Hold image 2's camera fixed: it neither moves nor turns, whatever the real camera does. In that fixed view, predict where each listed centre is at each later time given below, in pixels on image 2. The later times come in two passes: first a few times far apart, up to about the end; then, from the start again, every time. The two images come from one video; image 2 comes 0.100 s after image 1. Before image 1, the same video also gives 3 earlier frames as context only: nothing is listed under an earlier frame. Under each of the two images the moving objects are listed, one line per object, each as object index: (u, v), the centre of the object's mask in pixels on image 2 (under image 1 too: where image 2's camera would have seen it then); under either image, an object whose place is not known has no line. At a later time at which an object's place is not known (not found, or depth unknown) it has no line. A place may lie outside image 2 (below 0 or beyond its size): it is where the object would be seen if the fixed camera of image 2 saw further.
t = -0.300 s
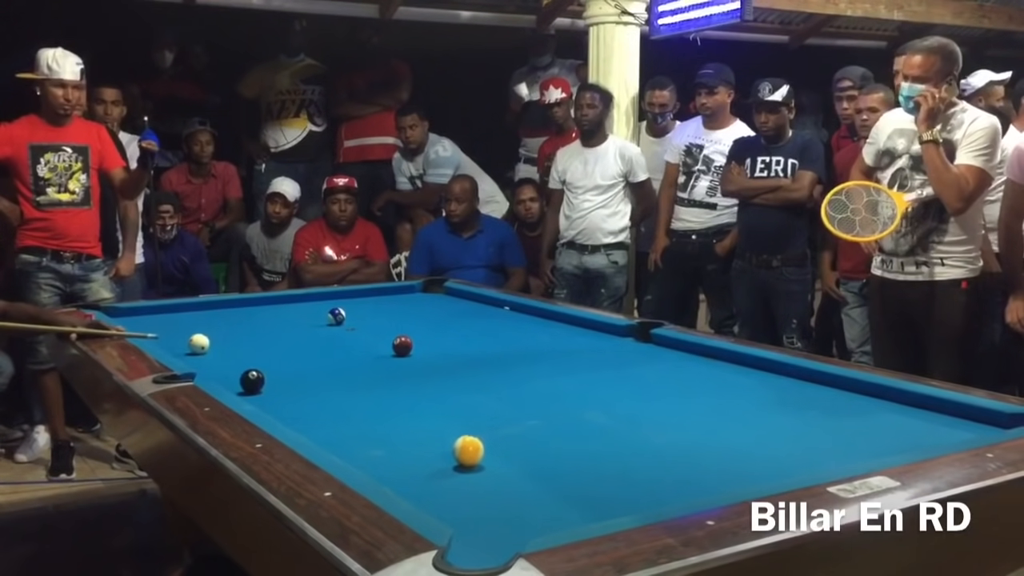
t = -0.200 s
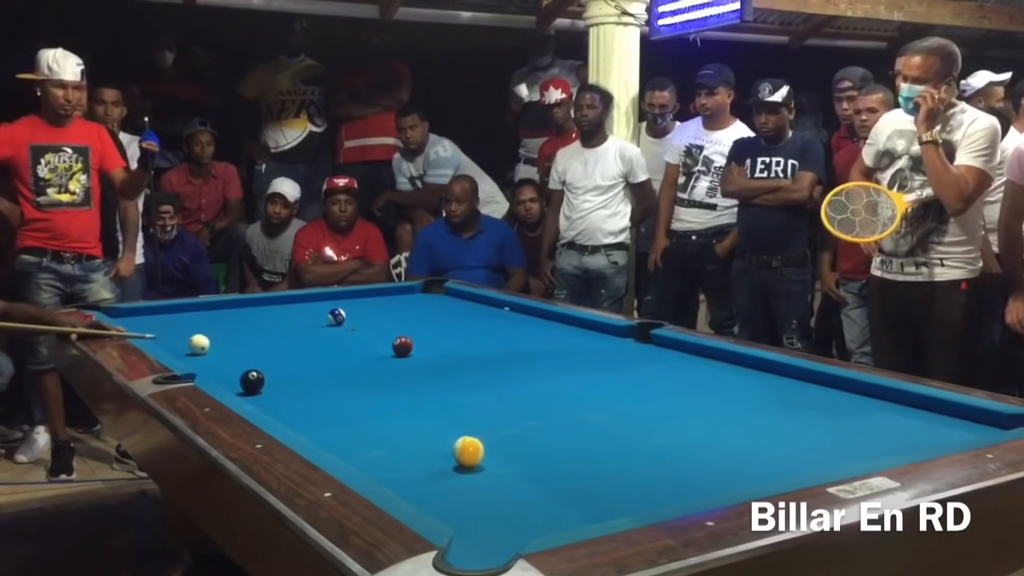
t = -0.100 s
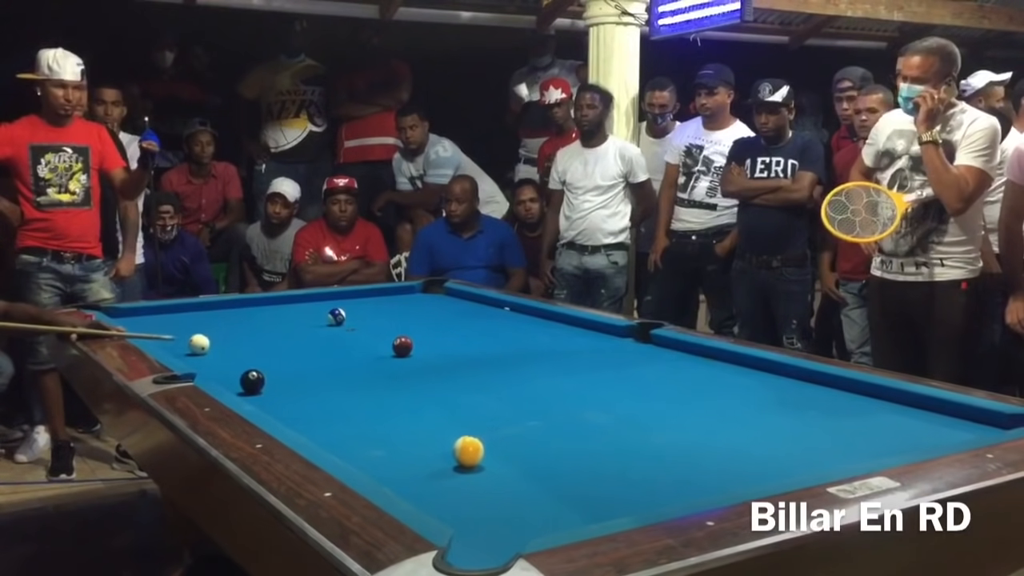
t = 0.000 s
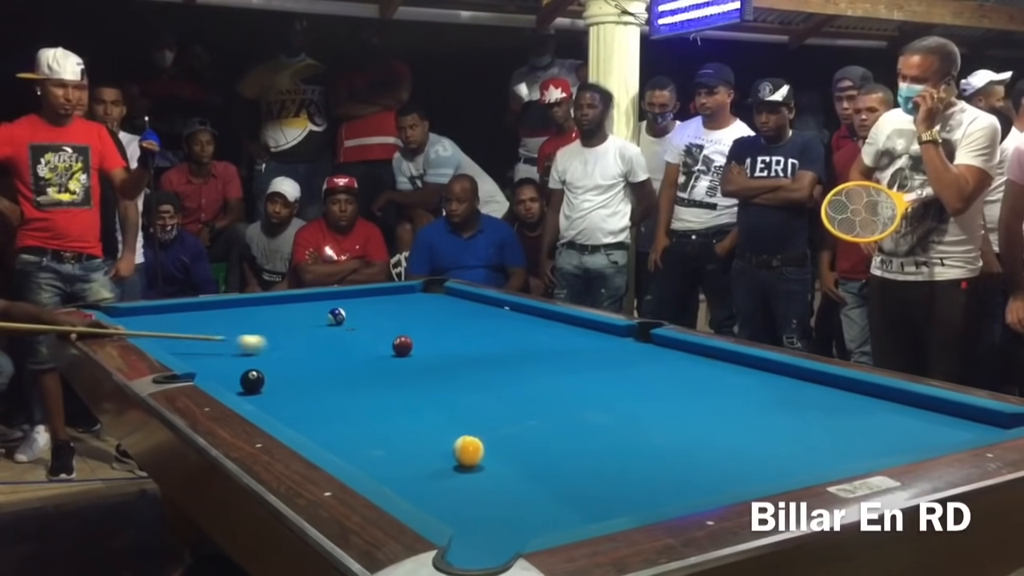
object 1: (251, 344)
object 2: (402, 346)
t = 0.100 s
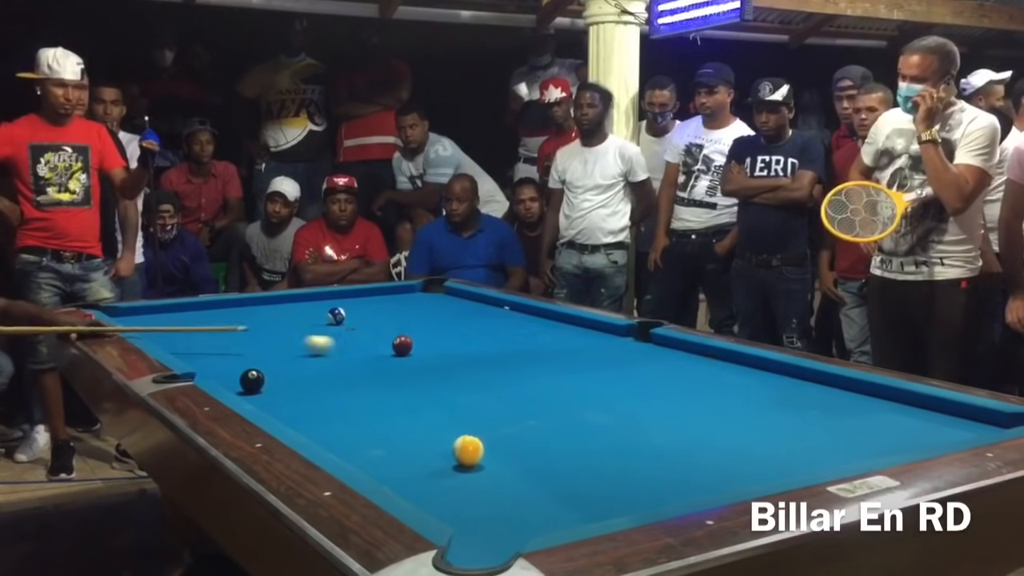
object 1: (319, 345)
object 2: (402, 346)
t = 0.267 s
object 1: (391, 350)
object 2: (442, 343)
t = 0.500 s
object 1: (446, 360)
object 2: (533, 337)
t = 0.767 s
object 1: (515, 372)
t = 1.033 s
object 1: (590, 385)
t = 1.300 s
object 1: (671, 399)
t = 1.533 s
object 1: (747, 412)
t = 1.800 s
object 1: (842, 429)
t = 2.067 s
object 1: (934, 438)
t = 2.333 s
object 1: (891, 427)
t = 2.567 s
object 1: (858, 415)
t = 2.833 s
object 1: (826, 402)
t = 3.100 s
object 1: (798, 392)
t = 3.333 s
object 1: (776, 383)
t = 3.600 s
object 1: (755, 375)
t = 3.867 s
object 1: (736, 368)
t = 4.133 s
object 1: (720, 362)
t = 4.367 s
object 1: (709, 357)
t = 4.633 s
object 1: (697, 352)
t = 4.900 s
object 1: (687, 348)
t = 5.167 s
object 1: (679, 345)
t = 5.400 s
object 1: (672, 342)
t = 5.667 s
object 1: (664, 341)
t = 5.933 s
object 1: (657, 340)
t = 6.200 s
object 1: (652, 340)
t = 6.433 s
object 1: (649, 339)
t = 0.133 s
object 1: (342, 344)
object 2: (402, 345)
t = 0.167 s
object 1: (365, 345)
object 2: (402, 345)
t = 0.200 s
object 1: (382, 346)
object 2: (406, 345)
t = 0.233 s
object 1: (386, 348)
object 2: (424, 344)
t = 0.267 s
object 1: (391, 350)
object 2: (442, 343)
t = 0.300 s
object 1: (397, 351)
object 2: (458, 342)
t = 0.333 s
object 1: (405, 353)
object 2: (471, 341)
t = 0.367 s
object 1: (414, 354)
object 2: (484, 340)
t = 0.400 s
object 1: (422, 356)
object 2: (497, 340)
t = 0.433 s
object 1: (429, 357)
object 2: (509, 339)
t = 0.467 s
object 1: (438, 358)
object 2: (522, 338)
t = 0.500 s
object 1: (446, 360)
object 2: (533, 337)
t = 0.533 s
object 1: (454, 361)
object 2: (545, 337)
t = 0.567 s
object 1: (463, 363)
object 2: (557, 336)
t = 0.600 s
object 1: (471, 364)
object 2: (569, 336)
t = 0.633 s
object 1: (480, 366)
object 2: (582, 335)
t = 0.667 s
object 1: (489, 367)
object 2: (593, 334)
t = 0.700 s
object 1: (498, 369)
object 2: (604, 334)
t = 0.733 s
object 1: (506, 370)
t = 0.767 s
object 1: (515, 372)
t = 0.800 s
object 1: (525, 373)
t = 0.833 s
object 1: (533, 375)
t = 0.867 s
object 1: (543, 376)
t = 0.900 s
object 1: (552, 378)
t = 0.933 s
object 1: (561, 379)
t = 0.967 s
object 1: (571, 381)
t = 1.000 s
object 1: (580, 382)
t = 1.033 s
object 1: (590, 385)
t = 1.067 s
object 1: (600, 386)
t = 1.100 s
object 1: (610, 388)
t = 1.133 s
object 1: (620, 390)
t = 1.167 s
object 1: (630, 392)
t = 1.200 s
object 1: (640, 393)
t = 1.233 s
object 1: (650, 395)
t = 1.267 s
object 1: (660, 397)
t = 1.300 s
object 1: (671, 399)
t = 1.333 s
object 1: (681, 400)
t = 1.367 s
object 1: (692, 402)
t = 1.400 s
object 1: (703, 404)
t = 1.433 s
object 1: (714, 406)
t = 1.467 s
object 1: (725, 408)
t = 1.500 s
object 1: (736, 410)
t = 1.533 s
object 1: (747, 412)
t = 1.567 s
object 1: (759, 414)
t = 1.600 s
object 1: (770, 416)
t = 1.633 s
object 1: (782, 418)
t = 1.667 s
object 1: (794, 420)
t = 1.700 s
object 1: (805, 422)
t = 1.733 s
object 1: (817, 424)
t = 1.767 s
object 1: (829, 426)
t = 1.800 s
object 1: (842, 429)
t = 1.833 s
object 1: (854, 431)
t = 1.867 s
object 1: (867, 433)
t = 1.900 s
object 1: (879, 435)
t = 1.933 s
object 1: (892, 437)
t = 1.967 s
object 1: (904, 438)
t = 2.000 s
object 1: (917, 438)
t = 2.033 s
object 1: (929, 438)
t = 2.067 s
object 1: (934, 438)
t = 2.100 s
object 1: (929, 437)
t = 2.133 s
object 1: (924, 437)
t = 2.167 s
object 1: (918, 436)
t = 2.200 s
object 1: (913, 435)
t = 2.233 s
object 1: (907, 434)
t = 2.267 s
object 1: (902, 432)
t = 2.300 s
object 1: (897, 430)
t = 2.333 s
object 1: (891, 427)
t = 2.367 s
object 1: (886, 425)
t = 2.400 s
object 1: (882, 424)
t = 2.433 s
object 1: (876, 422)
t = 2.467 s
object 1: (872, 420)
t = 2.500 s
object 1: (867, 418)
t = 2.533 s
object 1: (862, 417)
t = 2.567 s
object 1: (858, 415)
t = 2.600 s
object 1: (854, 413)
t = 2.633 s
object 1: (850, 412)
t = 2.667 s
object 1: (845, 410)
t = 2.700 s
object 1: (841, 409)
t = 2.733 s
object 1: (837, 407)
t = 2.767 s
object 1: (833, 405)
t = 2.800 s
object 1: (829, 404)
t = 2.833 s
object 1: (826, 402)
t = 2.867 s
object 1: (822, 401)
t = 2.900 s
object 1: (818, 400)
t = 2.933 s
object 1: (815, 398)
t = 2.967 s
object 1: (811, 397)
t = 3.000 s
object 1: (807, 395)
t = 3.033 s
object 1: (804, 394)
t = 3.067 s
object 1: (801, 393)
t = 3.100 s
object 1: (798, 392)
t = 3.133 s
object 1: (794, 390)
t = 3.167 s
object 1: (791, 389)
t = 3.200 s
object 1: (788, 387)
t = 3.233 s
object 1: (785, 386)
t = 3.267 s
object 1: (782, 385)
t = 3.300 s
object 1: (779, 384)
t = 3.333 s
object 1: (776, 383)
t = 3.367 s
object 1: (774, 382)
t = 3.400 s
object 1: (771, 381)
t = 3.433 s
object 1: (768, 379)
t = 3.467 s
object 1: (765, 379)
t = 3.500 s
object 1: (763, 378)
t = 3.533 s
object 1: (760, 377)
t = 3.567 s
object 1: (758, 376)
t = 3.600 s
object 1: (755, 375)
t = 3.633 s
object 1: (753, 373)
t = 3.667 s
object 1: (750, 373)
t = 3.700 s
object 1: (747, 372)
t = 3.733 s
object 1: (745, 371)
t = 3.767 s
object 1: (743, 371)
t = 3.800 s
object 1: (741, 370)
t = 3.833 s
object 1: (738, 369)
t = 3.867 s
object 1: (736, 368)
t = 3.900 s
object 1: (734, 367)
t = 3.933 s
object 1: (732, 366)
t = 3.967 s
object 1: (730, 366)
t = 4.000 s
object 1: (729, 365)
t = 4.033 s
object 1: (726, 364)
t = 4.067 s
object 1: (724, 363)
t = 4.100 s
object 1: (722, 363)
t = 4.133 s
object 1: (720, 362)
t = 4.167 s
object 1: (719, 361)
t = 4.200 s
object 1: (717, 361)
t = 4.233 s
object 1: (716, 360)
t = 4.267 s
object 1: (714, 359)
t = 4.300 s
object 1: (712, 359)
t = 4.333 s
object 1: (710, 358)
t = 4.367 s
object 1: (709, 357)
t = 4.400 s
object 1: (707, 357)
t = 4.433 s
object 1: (706, 356)
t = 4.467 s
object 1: (704, 355)
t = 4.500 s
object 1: (703, 355)
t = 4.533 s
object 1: (701, 354)
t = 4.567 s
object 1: (700, 354)
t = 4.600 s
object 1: (699, 353)
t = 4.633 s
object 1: (697, 352)
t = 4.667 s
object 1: (696, 352)
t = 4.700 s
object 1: (695, 351)
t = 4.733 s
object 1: (693, 351)
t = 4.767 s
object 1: (692, 351)
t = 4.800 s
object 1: (690, 350)
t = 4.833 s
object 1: (689, 349)
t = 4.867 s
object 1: (688, 349)
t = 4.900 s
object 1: (687, 348)
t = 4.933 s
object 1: (686, 348)
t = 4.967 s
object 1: (685, 348)
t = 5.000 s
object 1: (684, 347)
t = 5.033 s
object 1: (683, 347)
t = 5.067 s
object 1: (682, 346)
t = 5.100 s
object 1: (681, 346)
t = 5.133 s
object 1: (680, 346)
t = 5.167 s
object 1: (679, 345)
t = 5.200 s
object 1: (678, 344)
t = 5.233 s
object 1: (677, 344)
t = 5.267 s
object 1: (676, 344)
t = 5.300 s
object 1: (675, 343)
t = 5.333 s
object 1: (674, 343)
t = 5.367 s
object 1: (673, 343)
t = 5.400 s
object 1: (672, 342)
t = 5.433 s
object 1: (671, 342)
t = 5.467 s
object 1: (670, 342)
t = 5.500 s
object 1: (669, 342)
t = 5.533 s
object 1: (668, 342)
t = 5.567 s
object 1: (666, 341)
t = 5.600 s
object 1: (666, 341)
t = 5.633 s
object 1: (665, 341)
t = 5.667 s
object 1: (664, 341)
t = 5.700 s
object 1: (663, 341)
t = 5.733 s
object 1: (662, 340)
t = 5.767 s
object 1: (661, 340)
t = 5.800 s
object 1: (660, 340)
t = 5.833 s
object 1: (659, 340)
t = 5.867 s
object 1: (658, 340)
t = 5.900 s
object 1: (658, 340)
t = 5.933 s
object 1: (657, 340)
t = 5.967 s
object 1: (656, 340)
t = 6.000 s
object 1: (656, 340)
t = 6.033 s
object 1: (655, 340)
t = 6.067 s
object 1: (654, 340)
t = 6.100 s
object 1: (654, 340)
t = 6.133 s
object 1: (653, 340)
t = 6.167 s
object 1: (653, 339)
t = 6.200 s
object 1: (652, 340)
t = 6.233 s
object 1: (652, 339)
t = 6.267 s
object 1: (651, 339)
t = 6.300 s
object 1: (651, 339)
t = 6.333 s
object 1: (651, 339)
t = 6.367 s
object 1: (650, 339)
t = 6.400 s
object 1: (650, 339)
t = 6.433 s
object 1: (649, 339)
